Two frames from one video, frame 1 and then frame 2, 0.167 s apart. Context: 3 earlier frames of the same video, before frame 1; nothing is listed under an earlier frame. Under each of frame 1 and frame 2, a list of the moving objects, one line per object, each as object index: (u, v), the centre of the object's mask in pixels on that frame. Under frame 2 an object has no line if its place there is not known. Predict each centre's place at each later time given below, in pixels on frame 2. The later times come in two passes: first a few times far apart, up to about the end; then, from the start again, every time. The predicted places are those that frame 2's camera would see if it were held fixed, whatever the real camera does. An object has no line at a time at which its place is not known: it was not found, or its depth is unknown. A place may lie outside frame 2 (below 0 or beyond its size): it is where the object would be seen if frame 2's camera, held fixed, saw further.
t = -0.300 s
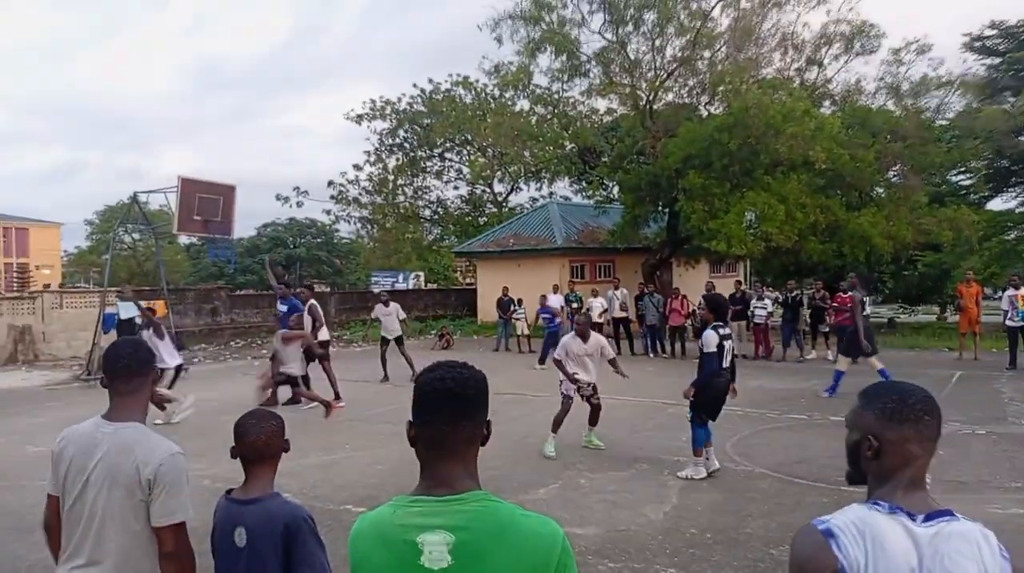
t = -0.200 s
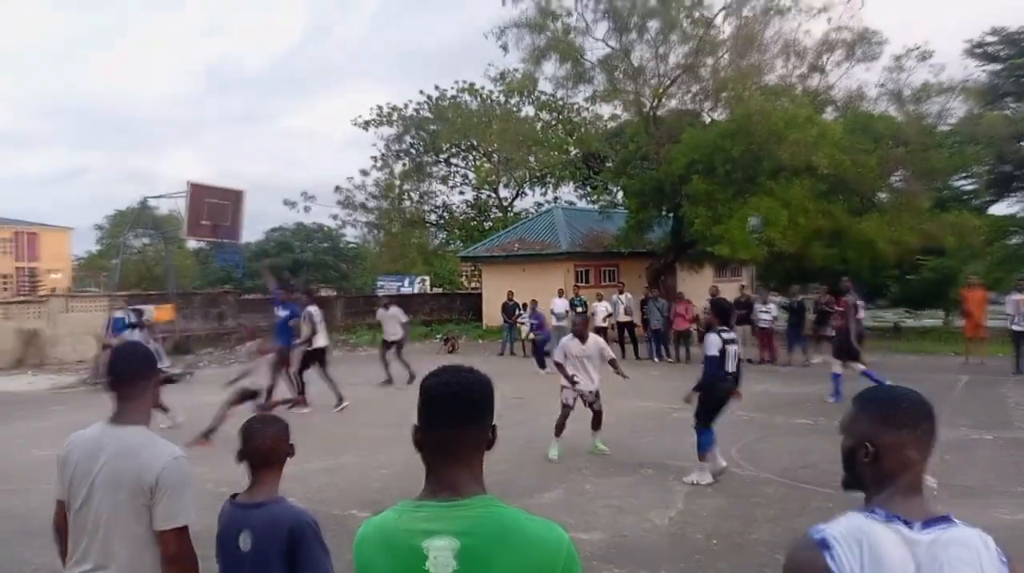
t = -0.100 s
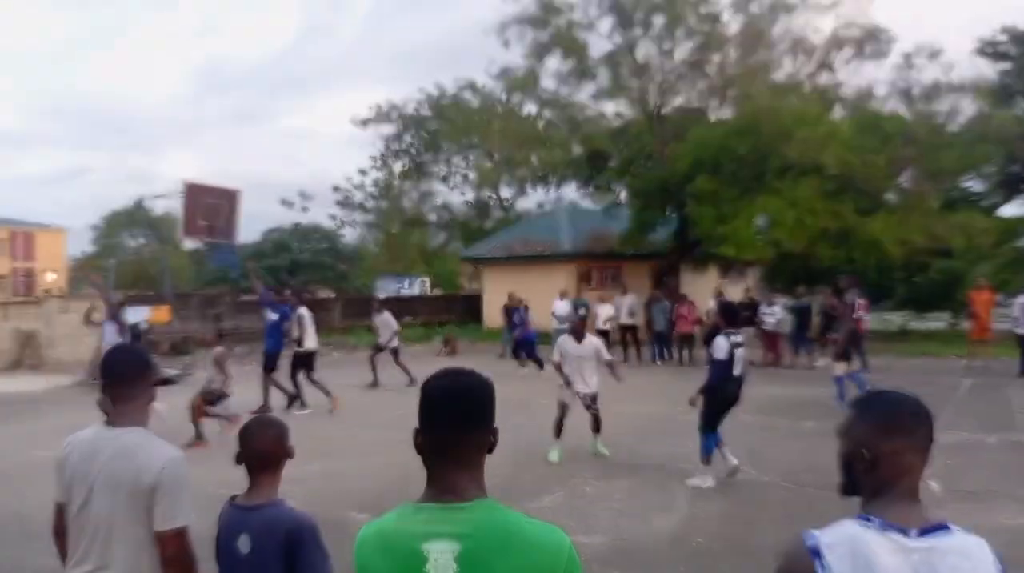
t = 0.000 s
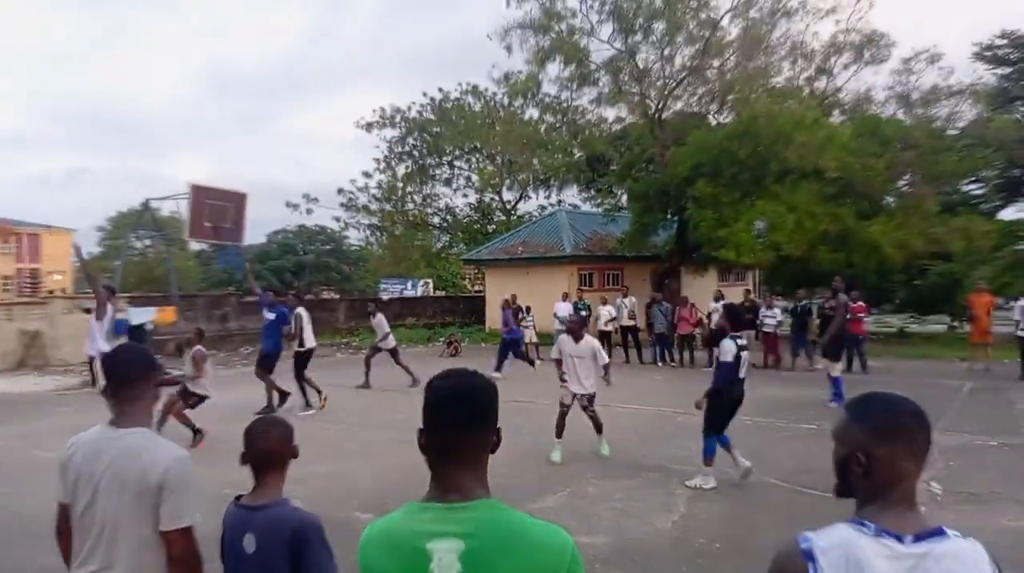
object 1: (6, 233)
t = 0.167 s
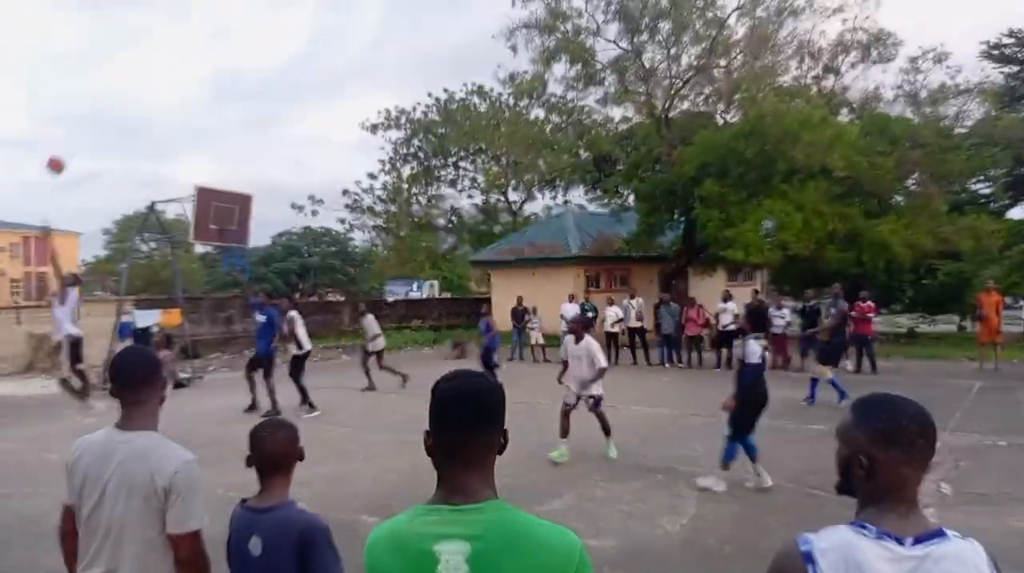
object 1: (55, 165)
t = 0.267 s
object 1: (79, 139)
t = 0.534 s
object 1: (133, 115)
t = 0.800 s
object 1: (175, 140)
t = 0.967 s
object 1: (198, 175)
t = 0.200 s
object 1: (64, 154)
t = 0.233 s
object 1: (71, 146)
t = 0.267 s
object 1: (79, 139)
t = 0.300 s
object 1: (85, 132)
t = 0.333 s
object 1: (92, 127)
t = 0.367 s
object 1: (100, 123)
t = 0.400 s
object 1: (107, 119)
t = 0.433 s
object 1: (114, 117)
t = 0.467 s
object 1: (121, 115)
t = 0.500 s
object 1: (127, 114)
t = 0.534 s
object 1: (133, 115)
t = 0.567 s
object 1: (139, 116)
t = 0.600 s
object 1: (144, 118)
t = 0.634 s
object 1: (150, 120)
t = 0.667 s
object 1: (155, 122)
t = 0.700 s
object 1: (161, 126)
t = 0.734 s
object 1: (166, 130)
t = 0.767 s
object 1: (170, 135)
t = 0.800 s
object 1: (175, 140)
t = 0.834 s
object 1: (180, 146)
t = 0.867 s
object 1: (185, 152)
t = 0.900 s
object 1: (190, 160)
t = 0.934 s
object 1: (194, 167)
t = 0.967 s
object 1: (198, 175)
